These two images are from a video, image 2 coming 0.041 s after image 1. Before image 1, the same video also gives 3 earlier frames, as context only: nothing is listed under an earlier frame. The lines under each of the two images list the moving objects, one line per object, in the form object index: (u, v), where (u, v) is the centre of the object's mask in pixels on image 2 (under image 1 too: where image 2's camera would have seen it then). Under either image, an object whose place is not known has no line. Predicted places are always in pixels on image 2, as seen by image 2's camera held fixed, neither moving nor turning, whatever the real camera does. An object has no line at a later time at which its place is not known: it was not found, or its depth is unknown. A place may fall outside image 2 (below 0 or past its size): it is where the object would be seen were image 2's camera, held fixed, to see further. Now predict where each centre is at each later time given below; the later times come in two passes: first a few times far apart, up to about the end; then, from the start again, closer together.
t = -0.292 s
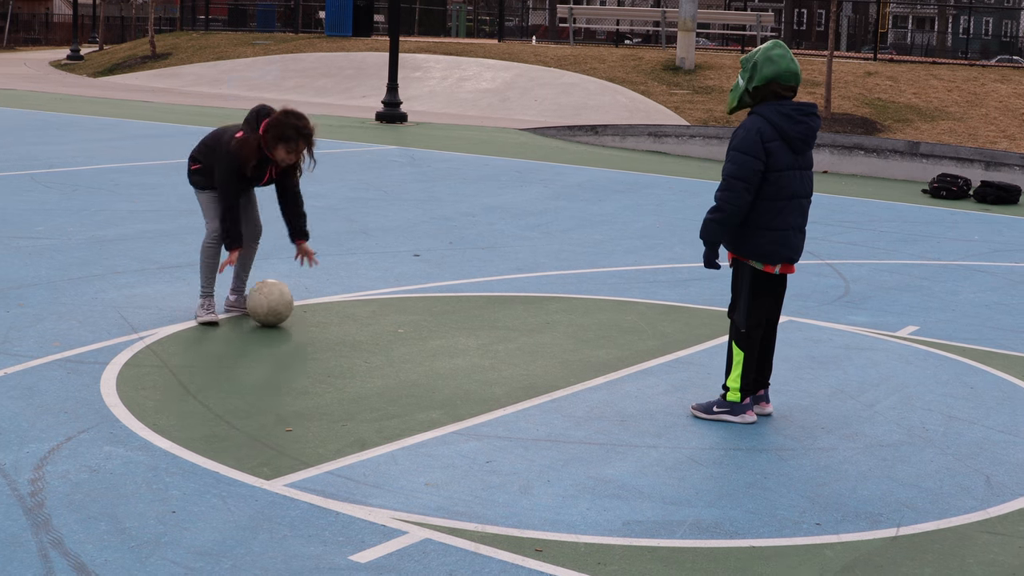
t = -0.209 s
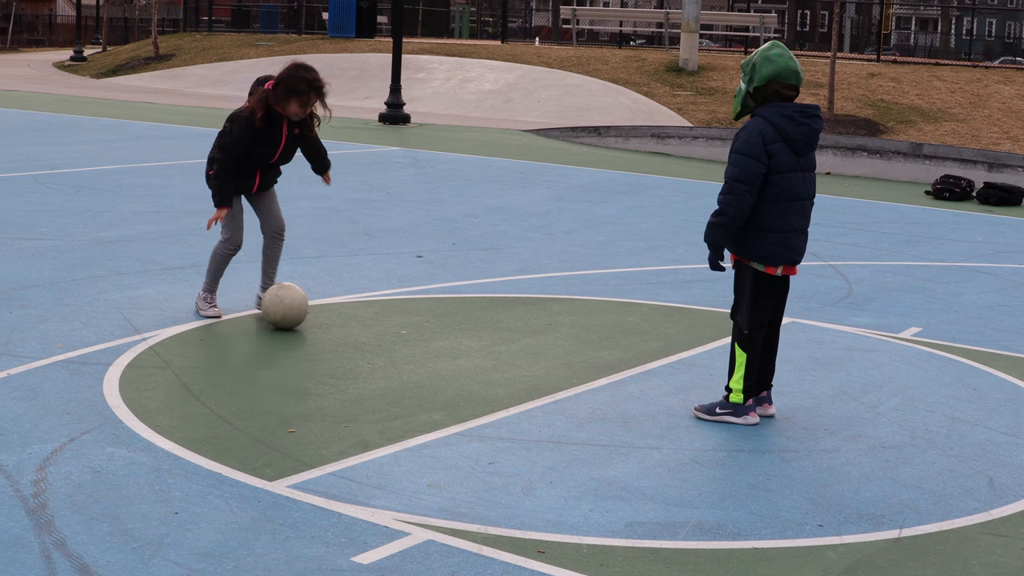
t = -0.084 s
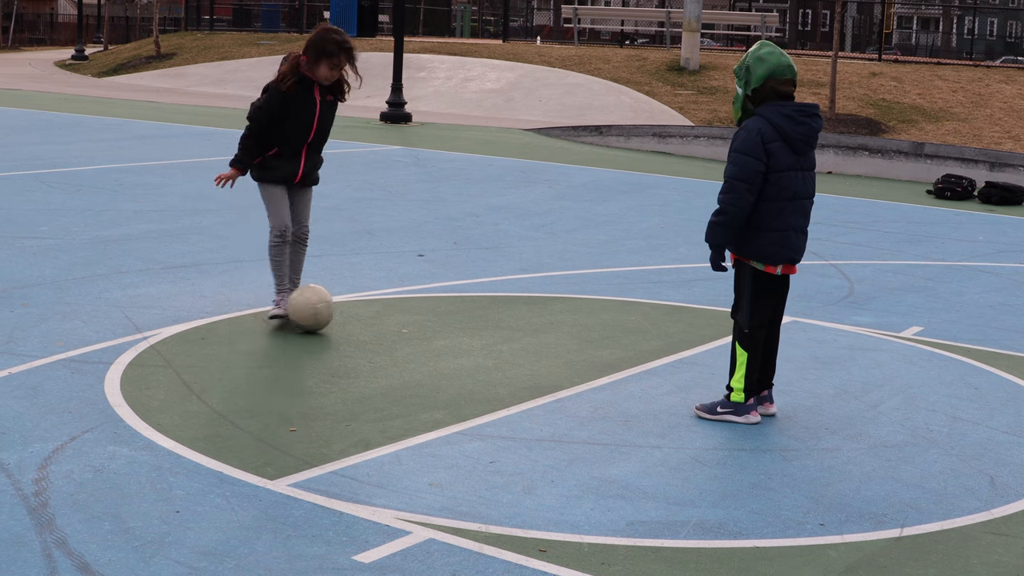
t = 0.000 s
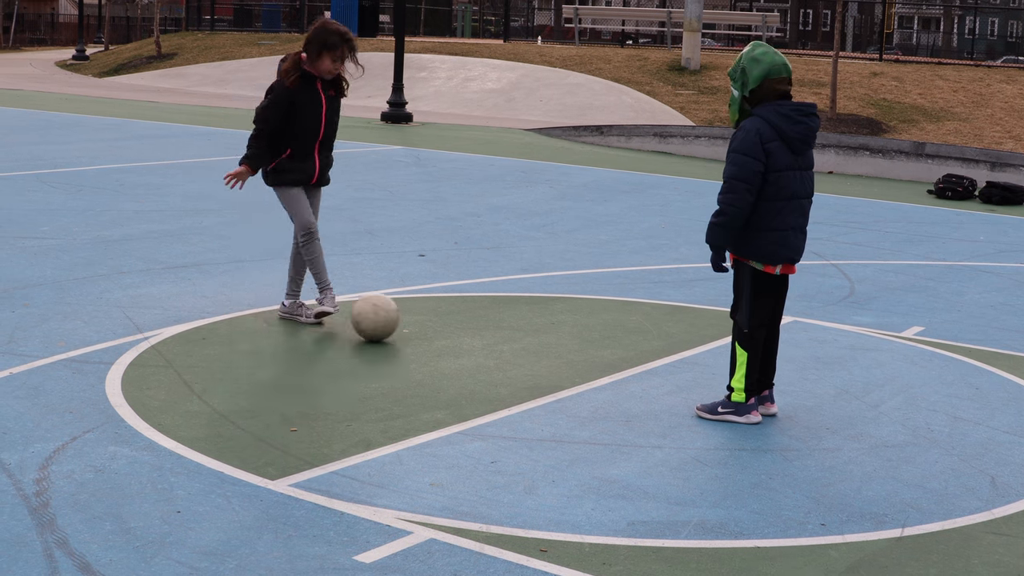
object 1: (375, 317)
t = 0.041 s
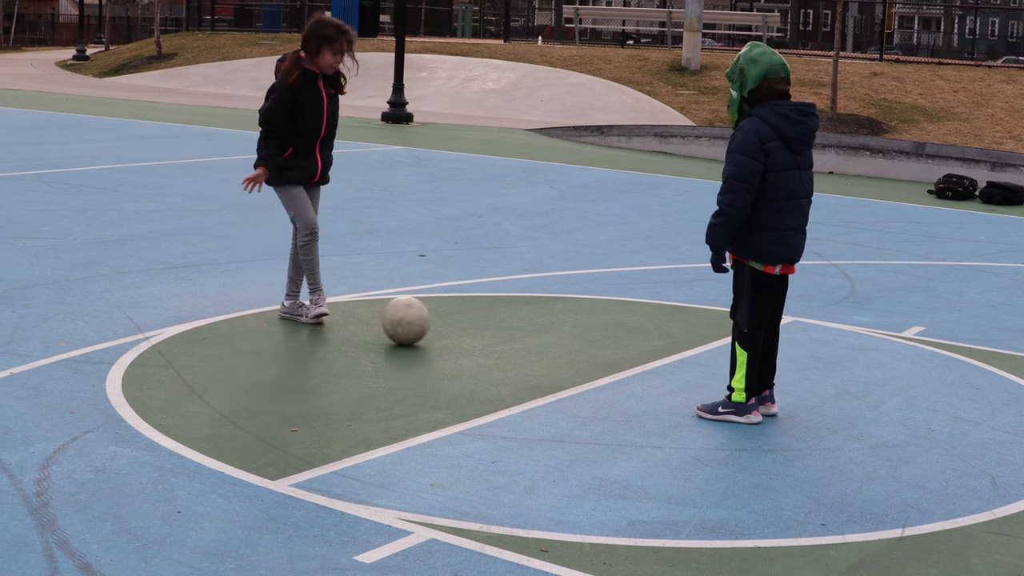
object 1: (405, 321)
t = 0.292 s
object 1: (594, 340)
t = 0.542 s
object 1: (795, 357)
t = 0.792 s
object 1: (986, 369)
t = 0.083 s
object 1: (436, 324)
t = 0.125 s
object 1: (467, 327)
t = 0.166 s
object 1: (498, 330)
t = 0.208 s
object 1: (530, 333)
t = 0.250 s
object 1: (562, 337)
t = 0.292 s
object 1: (594, 340)
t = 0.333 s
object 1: (626, 343)
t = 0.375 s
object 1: (659, 346)
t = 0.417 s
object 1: (692, 348)
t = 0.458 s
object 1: (717, 351)
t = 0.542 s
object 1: (795, 357)
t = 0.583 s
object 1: (823, 359)
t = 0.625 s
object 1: (856, 360)
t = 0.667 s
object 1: (889, 363)
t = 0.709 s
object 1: (921, 365)
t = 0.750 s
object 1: (954, 367)
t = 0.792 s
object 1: (986, 369)
